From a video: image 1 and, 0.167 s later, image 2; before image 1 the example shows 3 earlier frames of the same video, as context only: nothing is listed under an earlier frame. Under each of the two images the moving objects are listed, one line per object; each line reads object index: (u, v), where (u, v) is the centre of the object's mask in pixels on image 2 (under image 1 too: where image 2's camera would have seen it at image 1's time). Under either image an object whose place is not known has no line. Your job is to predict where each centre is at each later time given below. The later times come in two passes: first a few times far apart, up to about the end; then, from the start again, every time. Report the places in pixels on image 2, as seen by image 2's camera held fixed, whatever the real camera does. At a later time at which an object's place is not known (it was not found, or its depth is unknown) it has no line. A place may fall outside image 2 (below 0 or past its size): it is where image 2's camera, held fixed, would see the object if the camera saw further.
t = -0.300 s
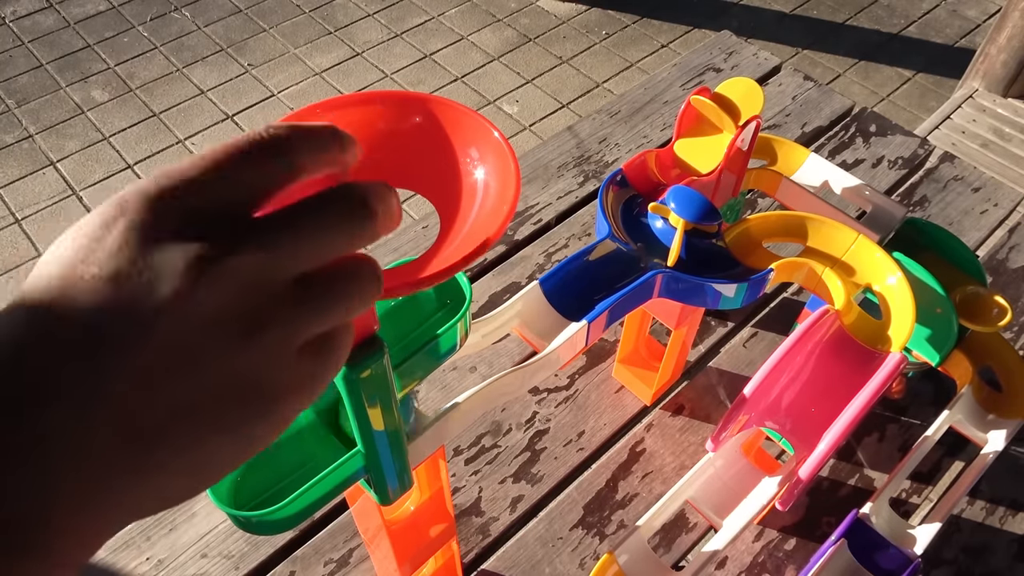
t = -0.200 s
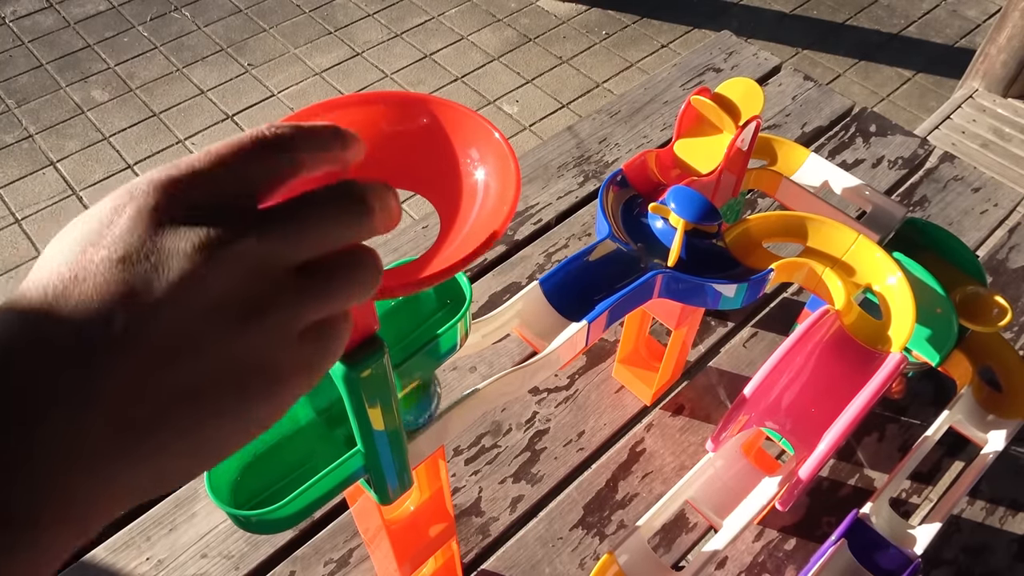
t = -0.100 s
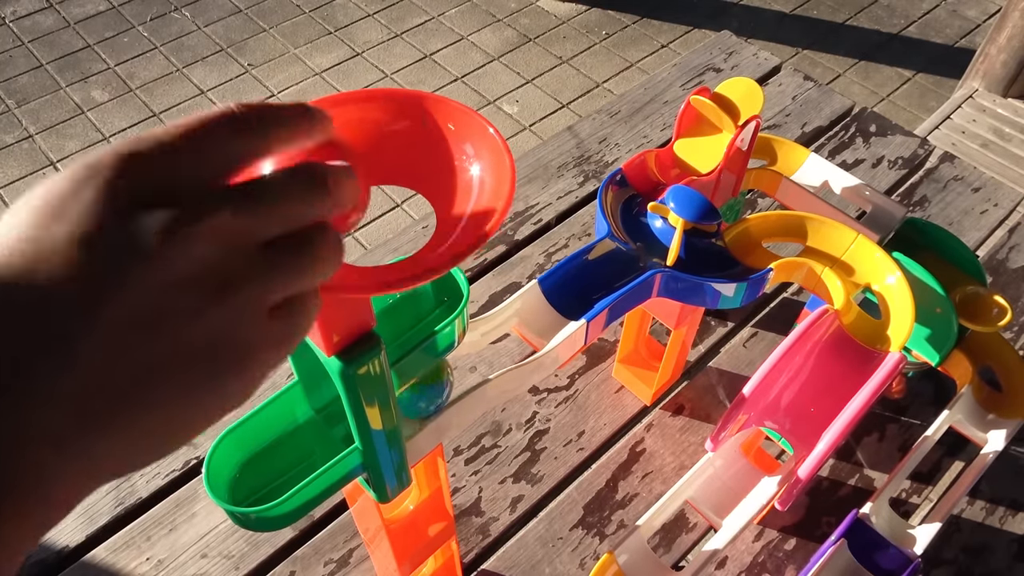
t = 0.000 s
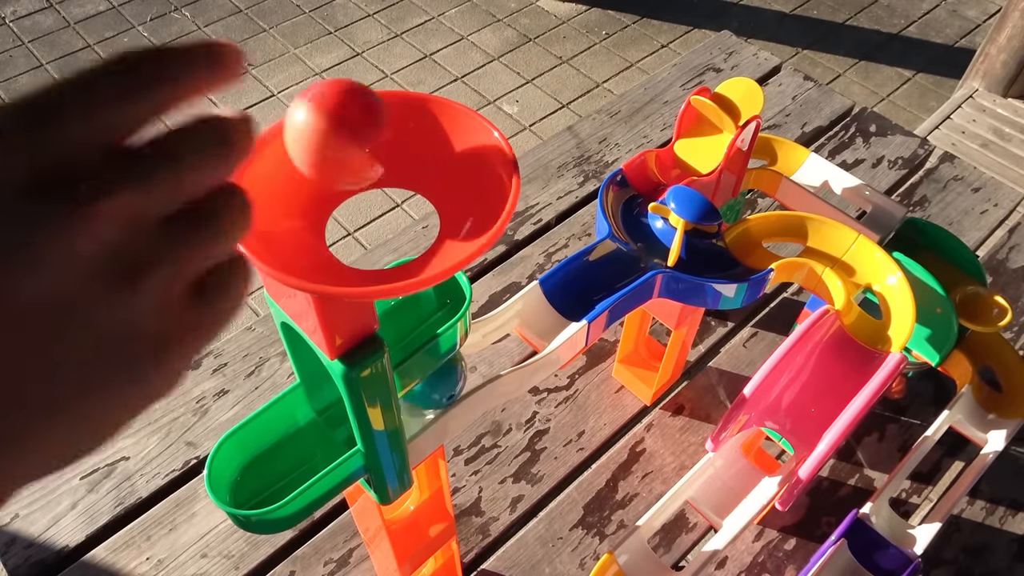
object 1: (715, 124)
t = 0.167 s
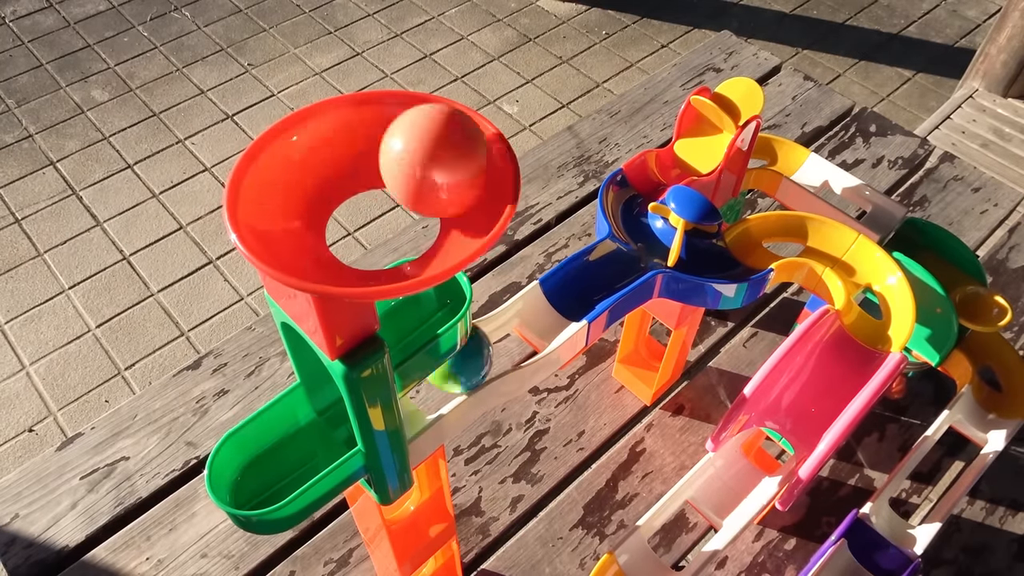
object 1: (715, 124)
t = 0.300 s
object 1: (715, 124)
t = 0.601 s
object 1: (715, 124)
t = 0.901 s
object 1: (716, 117)
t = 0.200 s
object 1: (715, 124)
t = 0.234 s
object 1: (715, 124)
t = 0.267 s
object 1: (715, 124)
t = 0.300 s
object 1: (715, 124)
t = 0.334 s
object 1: (715, 124)
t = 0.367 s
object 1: (715, 124)
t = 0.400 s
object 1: (715, 124)
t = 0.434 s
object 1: (715, 124)
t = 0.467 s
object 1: (715, 124)
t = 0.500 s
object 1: (715, 125)
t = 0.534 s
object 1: (715, 124)
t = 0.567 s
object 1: (715, 124)
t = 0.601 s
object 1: (715, 124)
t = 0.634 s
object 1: (716, 124)
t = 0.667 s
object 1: (715, 124)
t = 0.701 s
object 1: (715, 124)
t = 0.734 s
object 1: (716, 124)
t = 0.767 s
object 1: (715, 124)
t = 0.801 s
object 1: (716, 124)
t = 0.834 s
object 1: (719, 120)
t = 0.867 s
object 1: (724, 111)
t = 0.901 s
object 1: (716, 117)
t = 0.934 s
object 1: (719, 121)
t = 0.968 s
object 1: (720, 115)
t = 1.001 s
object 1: (711, 125)
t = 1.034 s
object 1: (720, 121)
